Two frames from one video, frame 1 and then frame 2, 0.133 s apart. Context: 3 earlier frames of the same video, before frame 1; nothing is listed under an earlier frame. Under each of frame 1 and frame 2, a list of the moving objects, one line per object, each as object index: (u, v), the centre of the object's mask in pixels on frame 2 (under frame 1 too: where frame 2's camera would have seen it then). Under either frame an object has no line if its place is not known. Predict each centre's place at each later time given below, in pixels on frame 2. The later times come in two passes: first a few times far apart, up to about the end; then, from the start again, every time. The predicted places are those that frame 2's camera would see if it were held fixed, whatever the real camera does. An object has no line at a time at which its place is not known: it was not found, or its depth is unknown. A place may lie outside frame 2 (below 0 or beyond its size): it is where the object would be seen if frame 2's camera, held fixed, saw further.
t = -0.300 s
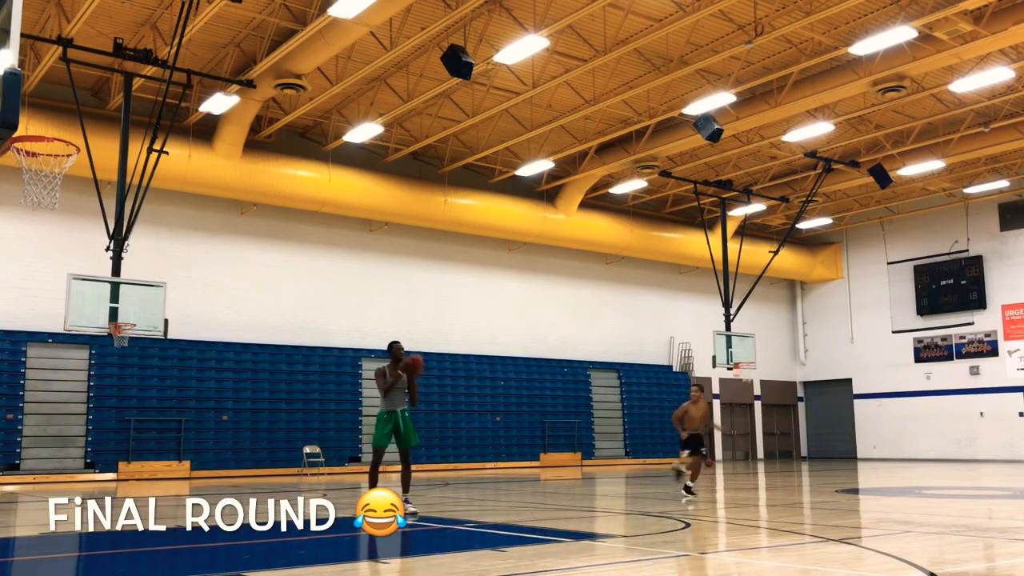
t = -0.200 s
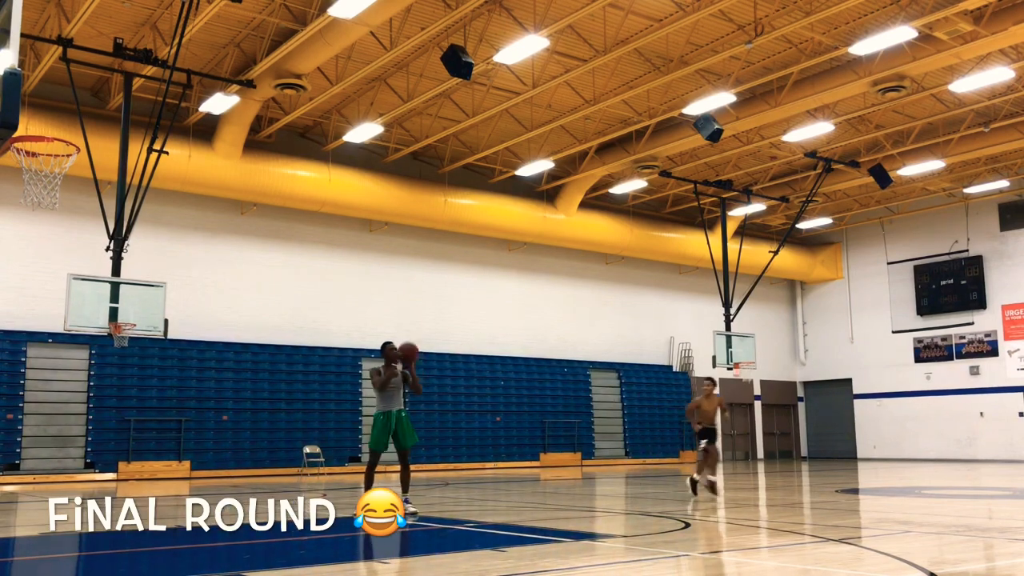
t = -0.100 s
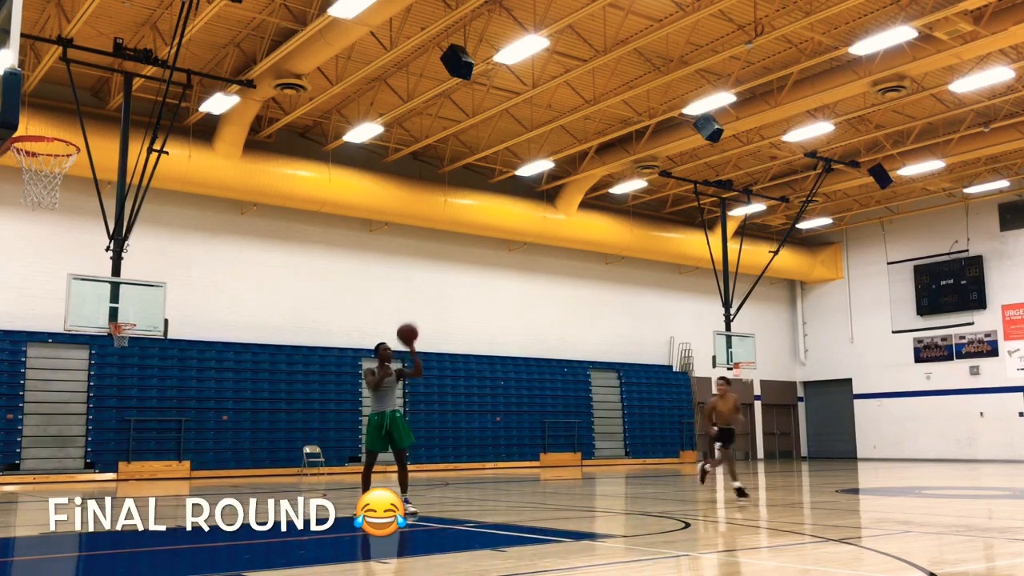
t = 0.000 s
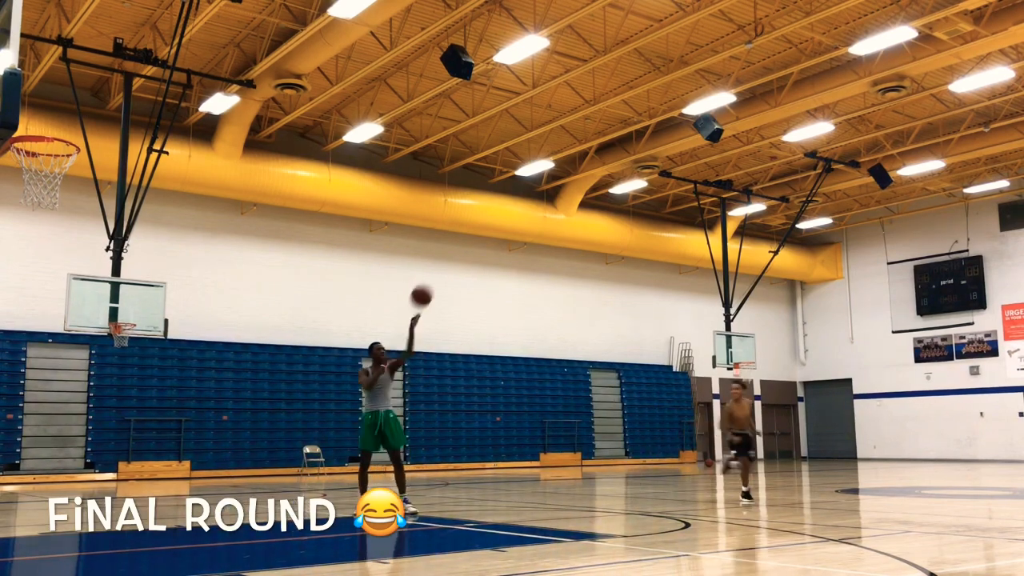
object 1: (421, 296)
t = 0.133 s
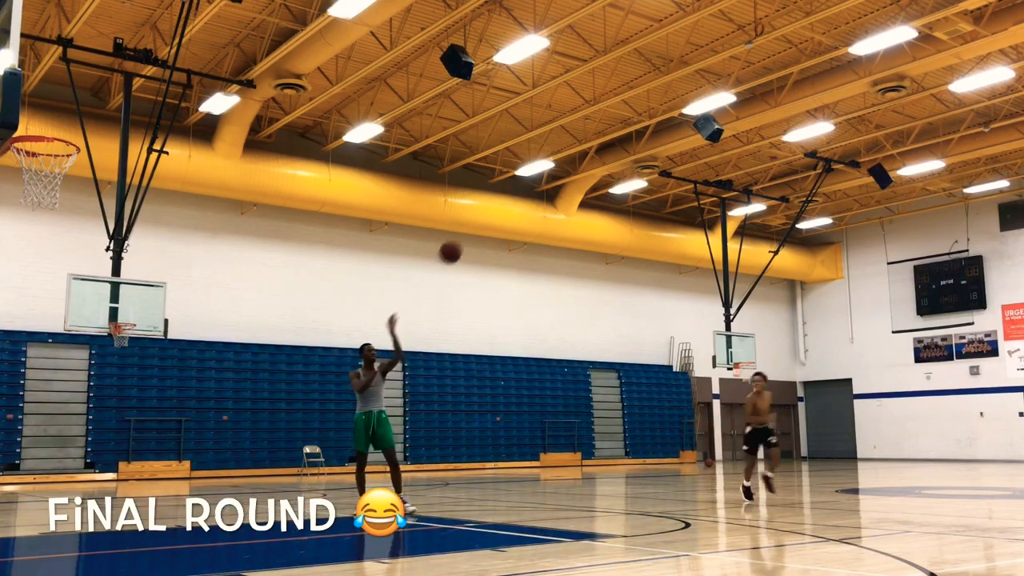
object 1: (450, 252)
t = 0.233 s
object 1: (473, 228)
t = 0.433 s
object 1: (521, 204)
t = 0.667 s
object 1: (586, 225)
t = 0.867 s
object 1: (650, 292)
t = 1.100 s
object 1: (743, 447)
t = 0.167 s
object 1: (458, 243)
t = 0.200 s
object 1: (465, 235)
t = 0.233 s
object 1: (473, 228)
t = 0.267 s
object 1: (480, 222)
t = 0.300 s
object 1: (488, 217)
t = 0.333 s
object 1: (496, 212)
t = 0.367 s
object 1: (504, 208)
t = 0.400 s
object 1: (513, 206)
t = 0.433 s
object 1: (521, 204)
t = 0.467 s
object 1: (530, 204)
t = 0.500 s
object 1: (539, 204)
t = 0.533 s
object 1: (548, 206)
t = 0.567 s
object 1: (557, 209)
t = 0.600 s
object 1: (566, 213)
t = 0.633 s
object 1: (576, 217)
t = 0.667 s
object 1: (586, 225)
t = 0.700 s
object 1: (596, 233)
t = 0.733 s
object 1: (607, 243)
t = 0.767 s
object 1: (616, 253)
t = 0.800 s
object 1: (627, 264)
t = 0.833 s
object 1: (639, 278)
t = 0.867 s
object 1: (650, 292)
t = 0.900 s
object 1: (662, 309)
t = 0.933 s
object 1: (674, 327)
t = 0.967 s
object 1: (688, 347)
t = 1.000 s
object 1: (699, 368)
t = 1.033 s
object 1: (715, 394)
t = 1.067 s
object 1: (730, 420)
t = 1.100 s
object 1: (743, 447)
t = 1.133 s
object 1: (758, 480)
